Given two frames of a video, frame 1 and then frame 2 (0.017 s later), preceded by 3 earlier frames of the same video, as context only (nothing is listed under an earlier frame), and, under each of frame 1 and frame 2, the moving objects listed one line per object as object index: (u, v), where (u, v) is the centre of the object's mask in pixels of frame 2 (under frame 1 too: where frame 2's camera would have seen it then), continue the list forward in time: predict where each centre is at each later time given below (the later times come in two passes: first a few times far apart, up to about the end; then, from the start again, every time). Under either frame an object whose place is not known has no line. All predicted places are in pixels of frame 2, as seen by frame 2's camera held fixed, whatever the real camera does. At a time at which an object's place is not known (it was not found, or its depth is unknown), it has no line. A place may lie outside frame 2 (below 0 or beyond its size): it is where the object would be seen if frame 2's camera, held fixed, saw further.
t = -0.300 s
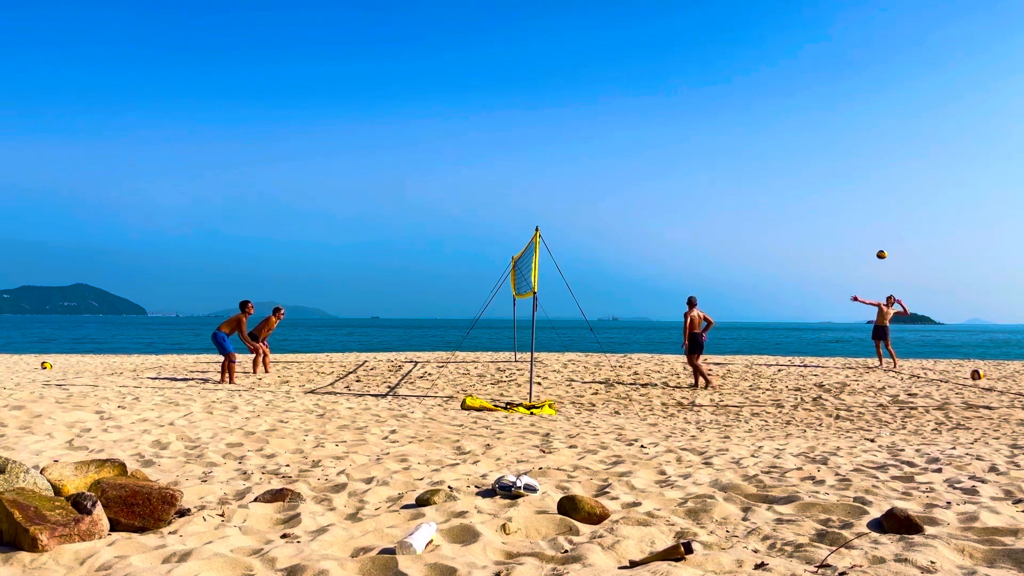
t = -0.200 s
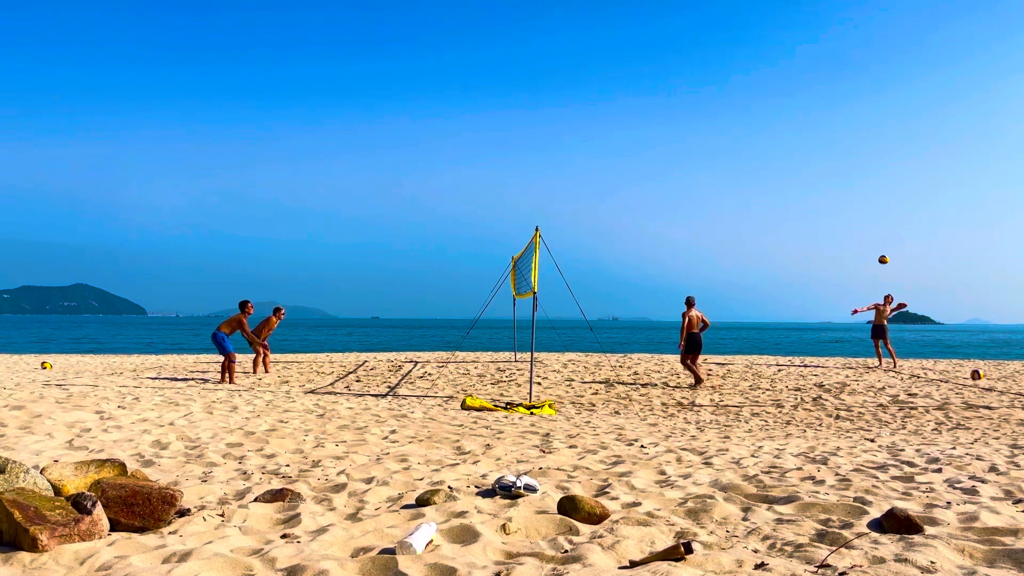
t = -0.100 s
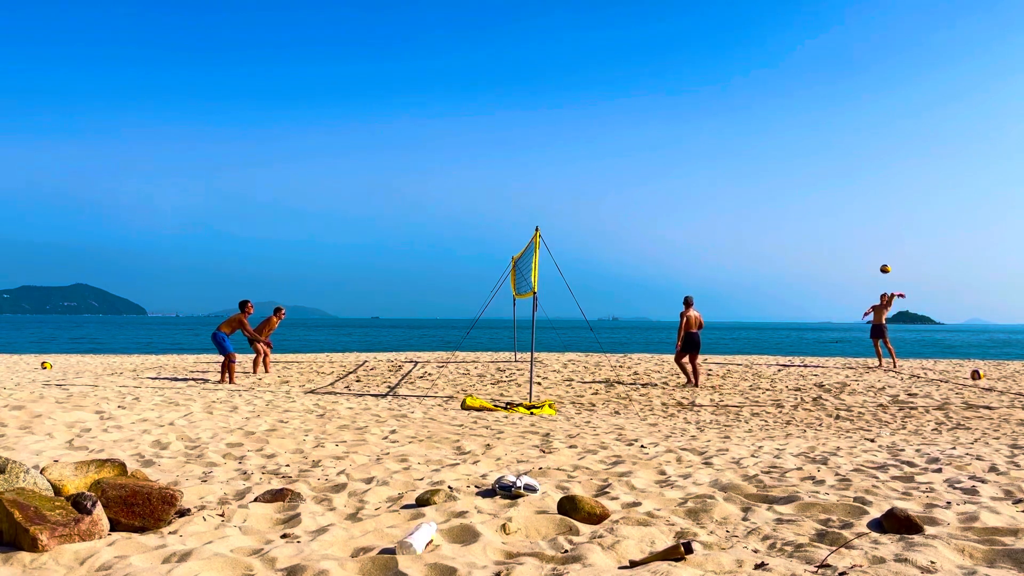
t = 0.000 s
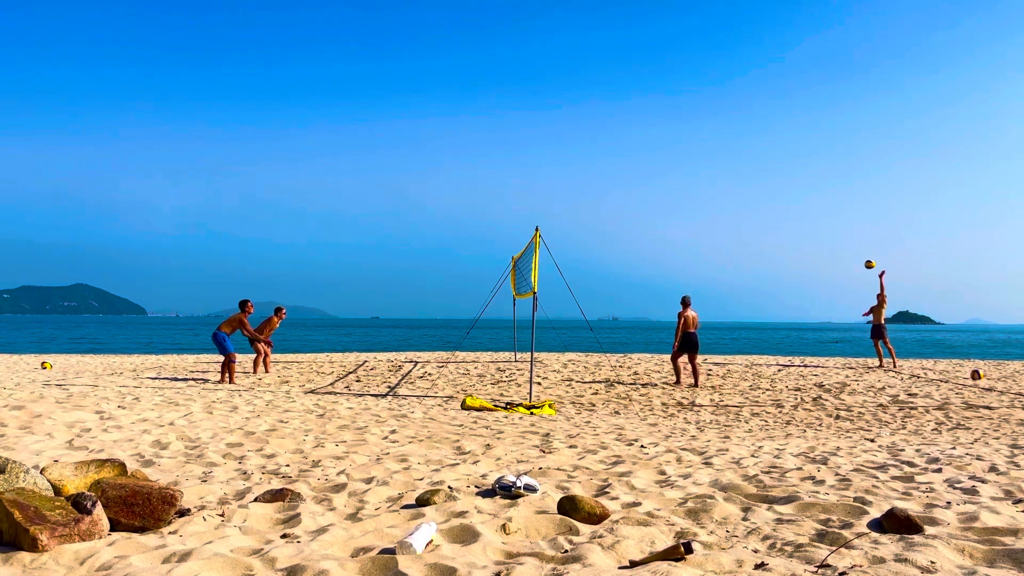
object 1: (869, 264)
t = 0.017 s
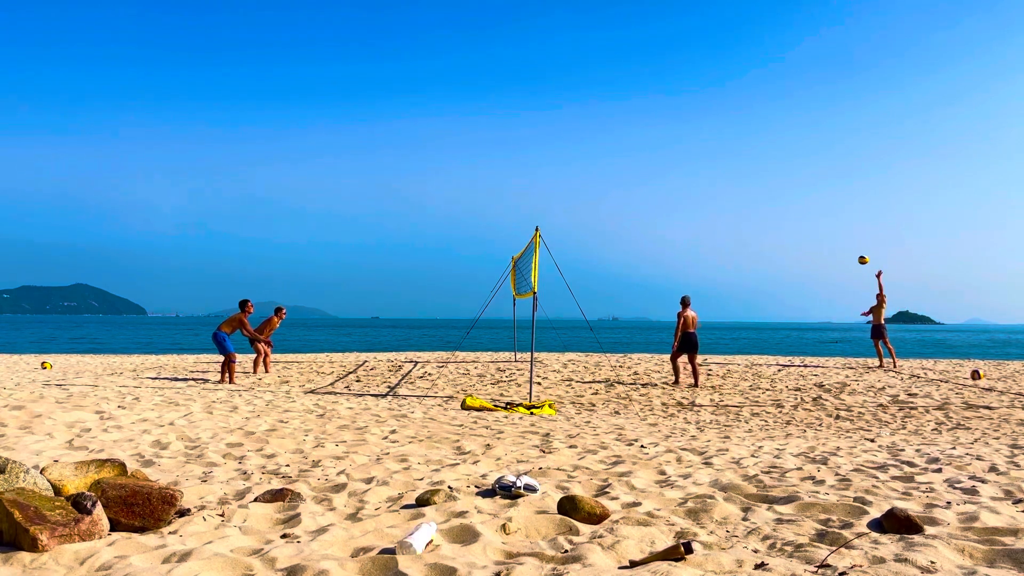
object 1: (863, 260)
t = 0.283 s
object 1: (761, 203)
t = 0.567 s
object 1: (655, 181)
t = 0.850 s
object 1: (550, 198)
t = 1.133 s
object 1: (445, 254)
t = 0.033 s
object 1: (856, 256)
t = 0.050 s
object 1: (850, 251)
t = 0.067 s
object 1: (843, 247)
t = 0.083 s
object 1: (837, 243)
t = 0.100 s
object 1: (830, 239)
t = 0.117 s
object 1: (824, 235)
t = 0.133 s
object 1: (818, 231)
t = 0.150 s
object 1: (811, 227)
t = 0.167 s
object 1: (805, 224)
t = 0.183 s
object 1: (799, 220)
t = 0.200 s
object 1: (792, 217)
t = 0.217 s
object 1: (786, 214)
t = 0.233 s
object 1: (780, 211)
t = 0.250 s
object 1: (773, 208)
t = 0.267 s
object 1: (767, 206)
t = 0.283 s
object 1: (761, 203)
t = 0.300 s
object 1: (755, 201)
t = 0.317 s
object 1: (749, 199)
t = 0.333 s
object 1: (742, 197)
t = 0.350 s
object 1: (736, 195)
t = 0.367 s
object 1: (730, 193)
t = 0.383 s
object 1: (724, 191)
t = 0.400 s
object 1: (718, 189)
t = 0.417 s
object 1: (711, 188)
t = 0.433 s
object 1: (705, 187)
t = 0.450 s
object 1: (699, 186)
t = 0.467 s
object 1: (693, 185)
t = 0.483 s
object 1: (687, 184)
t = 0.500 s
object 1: (680, 183)
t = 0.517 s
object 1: (674, 182)
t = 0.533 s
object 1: (668, 182)
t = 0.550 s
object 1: (662, 181)
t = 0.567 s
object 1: (655, 181)
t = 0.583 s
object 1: (649, 181)
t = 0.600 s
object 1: (643, 181)
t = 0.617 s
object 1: (637, 181)
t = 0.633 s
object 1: (631, 182)
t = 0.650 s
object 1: (624, 182)
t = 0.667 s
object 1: (618, 183)
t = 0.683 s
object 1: (612, 183)
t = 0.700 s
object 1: (606, 184)
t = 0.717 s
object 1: (600, 185)
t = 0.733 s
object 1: (594, 186)
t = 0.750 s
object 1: (587, 188)
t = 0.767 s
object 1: (581, 189)
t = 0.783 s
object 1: (575, 190)
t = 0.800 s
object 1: (569, 192)
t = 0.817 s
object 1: (563, 194)
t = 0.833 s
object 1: (556, 196)
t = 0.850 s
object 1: (550, 198)
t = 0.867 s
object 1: (544, 200)
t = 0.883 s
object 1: (538, 202)
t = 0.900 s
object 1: (531, 205)
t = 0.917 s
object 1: (525, 207)
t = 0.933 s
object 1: (519, 210)
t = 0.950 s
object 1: (513, 213)
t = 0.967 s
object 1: (507, 216)
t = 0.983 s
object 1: (501, 219)
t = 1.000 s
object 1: (494, 222)
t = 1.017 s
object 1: (488, 226)
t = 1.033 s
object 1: (482, 230)
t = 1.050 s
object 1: (476, 233)
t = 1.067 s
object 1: (470, 237)
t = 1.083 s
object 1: (464, 241)
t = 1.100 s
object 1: (458, 245)
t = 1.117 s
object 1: (451, 249)
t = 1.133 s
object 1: (445, 254)
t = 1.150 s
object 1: (439, 258)
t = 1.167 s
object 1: (433, 263)
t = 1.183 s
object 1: (427, 268)
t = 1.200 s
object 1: (420, 273)
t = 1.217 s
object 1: (414, 278)
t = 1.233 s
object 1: (408, 283)
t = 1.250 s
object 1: (402, 288)
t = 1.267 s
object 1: (396, 294)
